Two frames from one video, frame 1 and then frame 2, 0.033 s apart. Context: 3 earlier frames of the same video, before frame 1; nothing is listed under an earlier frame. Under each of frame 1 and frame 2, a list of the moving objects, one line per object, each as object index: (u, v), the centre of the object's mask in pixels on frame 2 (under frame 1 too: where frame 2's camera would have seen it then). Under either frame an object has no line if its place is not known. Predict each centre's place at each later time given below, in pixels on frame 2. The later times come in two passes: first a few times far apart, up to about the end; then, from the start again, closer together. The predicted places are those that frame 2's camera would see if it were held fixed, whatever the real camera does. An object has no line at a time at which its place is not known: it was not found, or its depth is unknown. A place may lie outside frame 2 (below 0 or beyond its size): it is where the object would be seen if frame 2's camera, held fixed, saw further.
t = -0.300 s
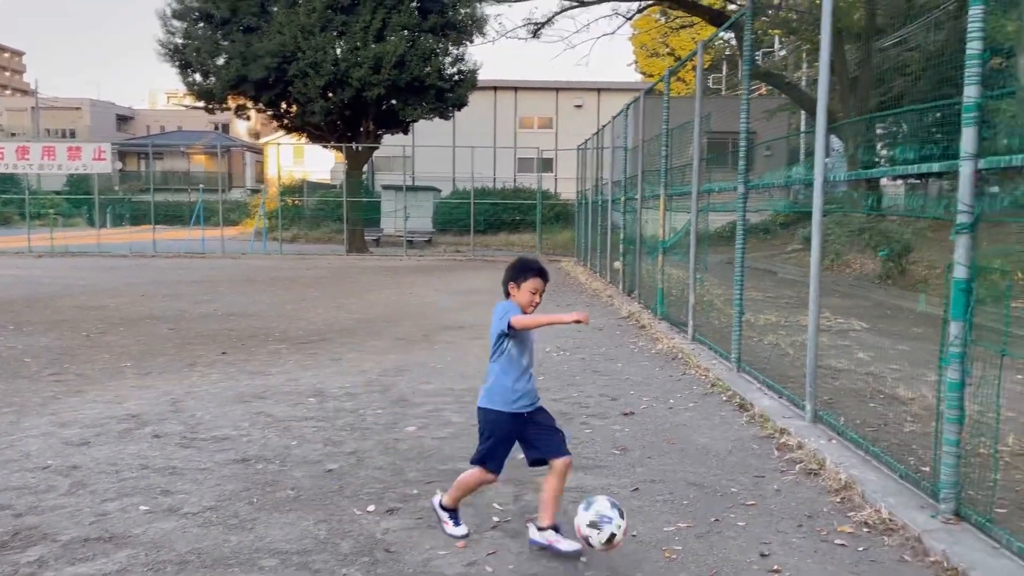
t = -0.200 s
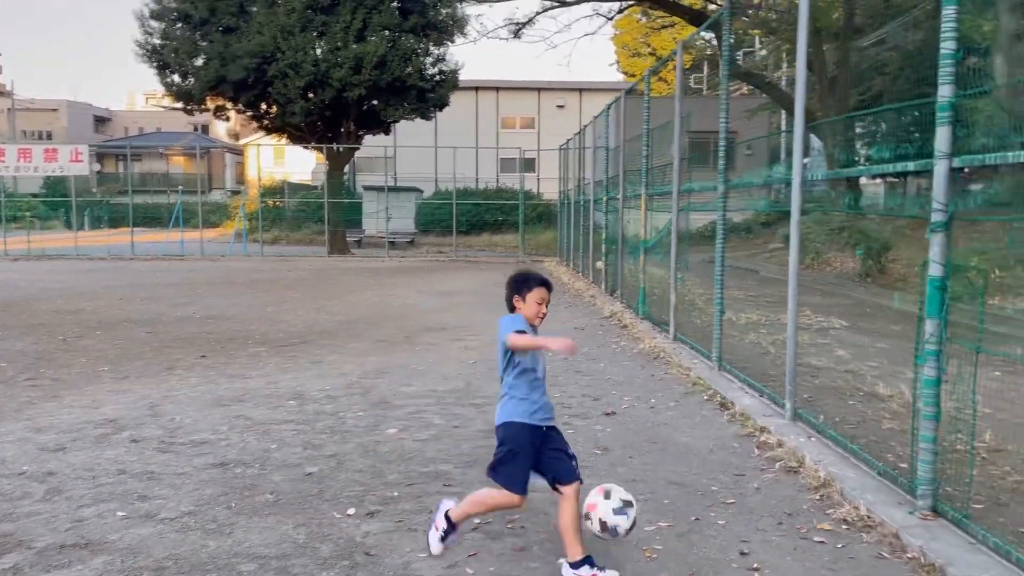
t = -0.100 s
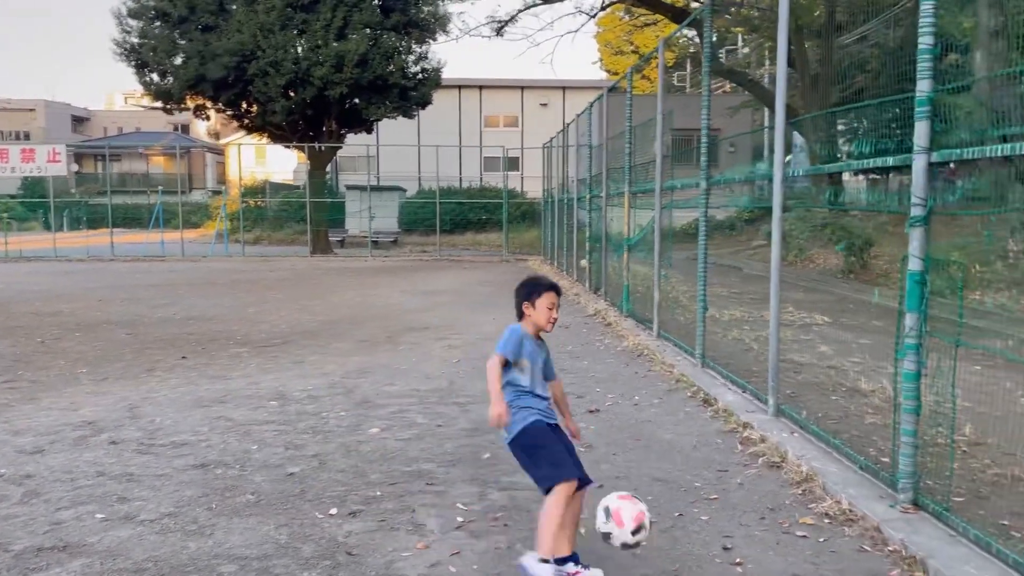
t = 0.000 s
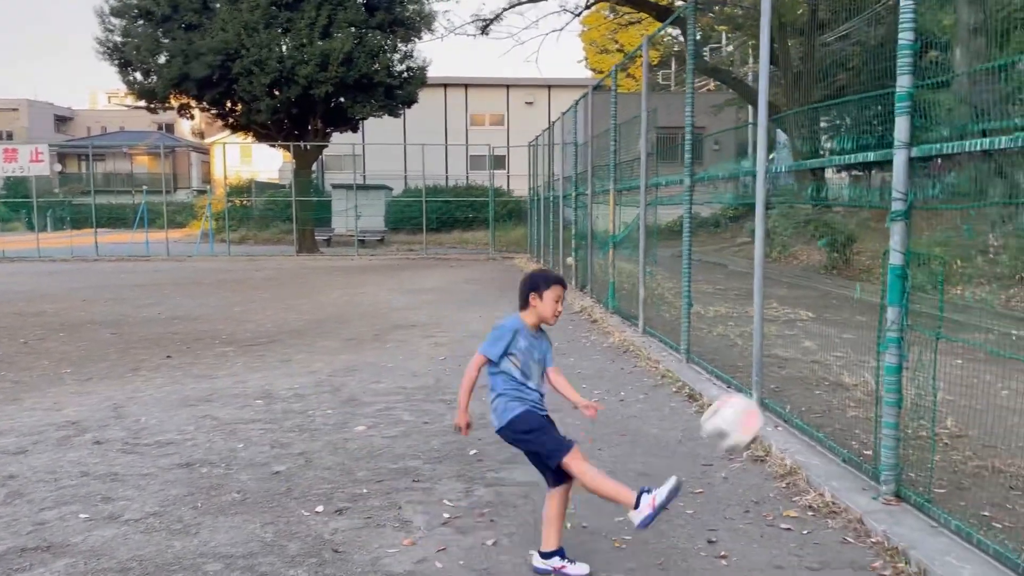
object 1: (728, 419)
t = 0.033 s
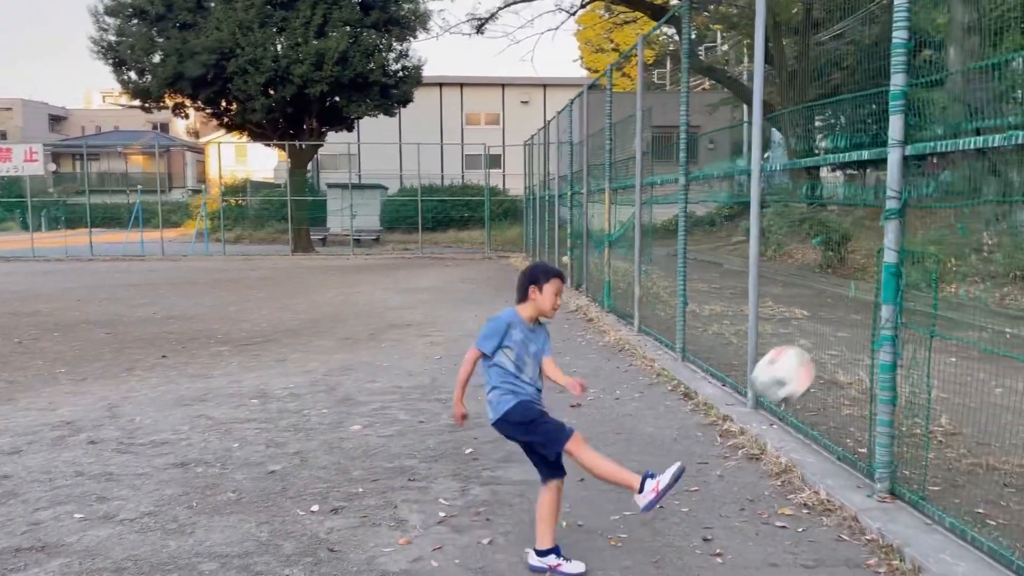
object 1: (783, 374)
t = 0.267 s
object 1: (941, 212)
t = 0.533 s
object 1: (812, 265)
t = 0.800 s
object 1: (692, 472)
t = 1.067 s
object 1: (635, 374)
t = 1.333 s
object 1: (590, 346)
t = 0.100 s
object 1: (893, 294)
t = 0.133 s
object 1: (944, 261)
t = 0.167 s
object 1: (977, 240)
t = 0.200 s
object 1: (972, 226)
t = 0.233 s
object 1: (957, 218)
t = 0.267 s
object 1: (941, 212)
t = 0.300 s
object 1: (925, 210)
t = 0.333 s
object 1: (908, 211)
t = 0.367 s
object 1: (893, 214)
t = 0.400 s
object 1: (877, 219)
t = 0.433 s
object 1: (859, 227)
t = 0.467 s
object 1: (843, 237)
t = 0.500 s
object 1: (827, 249)
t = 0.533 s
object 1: (812, 265)
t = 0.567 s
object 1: (796, 284)
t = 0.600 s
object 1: (779, 305)
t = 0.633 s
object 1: (764, 326)
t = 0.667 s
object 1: (749, 350)
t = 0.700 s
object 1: (734, 379)
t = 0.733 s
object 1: (719, 408)
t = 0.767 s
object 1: (705, 439)
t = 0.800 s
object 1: (692, 472)
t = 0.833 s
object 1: (678, 510)
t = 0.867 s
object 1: (670, 500)
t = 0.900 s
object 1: (665, 473)
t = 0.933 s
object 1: (659, 448)
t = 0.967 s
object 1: (653, 426)
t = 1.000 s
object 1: (647, 407)
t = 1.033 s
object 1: (641, 389)
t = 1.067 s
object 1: (635, 374)
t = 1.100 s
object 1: (630, 362)
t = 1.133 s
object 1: (623, 353)
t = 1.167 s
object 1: (618, 346)
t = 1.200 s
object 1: (612, 340)
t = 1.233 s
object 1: (607, 338)
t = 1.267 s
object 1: (601, 338)
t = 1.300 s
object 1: (595, 340)
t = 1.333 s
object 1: (590, 346)
